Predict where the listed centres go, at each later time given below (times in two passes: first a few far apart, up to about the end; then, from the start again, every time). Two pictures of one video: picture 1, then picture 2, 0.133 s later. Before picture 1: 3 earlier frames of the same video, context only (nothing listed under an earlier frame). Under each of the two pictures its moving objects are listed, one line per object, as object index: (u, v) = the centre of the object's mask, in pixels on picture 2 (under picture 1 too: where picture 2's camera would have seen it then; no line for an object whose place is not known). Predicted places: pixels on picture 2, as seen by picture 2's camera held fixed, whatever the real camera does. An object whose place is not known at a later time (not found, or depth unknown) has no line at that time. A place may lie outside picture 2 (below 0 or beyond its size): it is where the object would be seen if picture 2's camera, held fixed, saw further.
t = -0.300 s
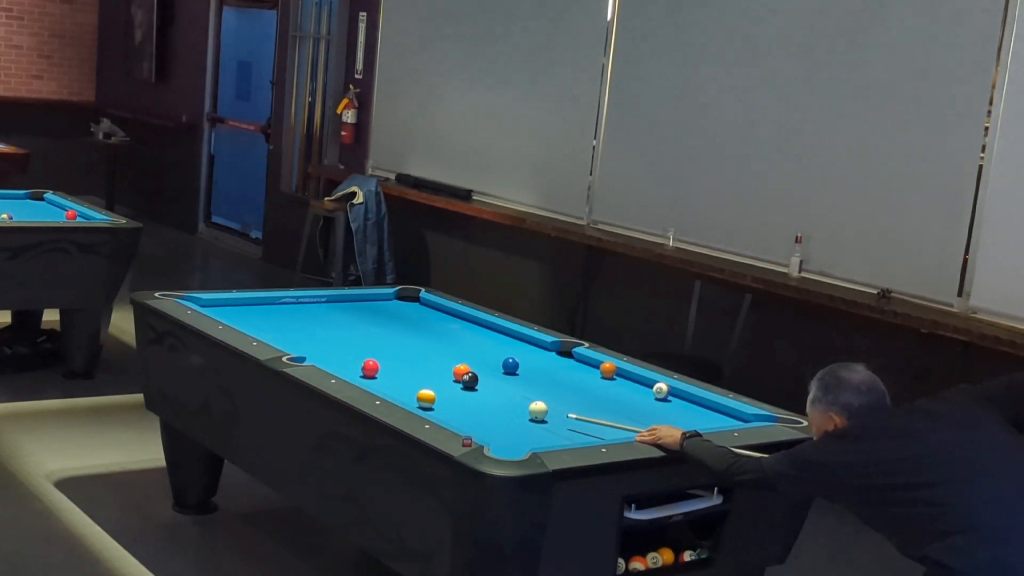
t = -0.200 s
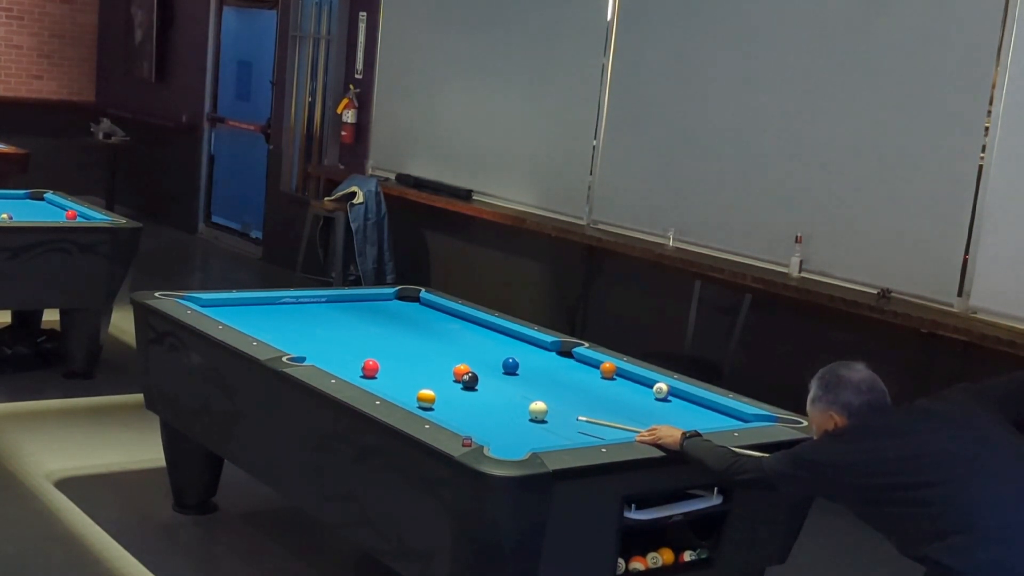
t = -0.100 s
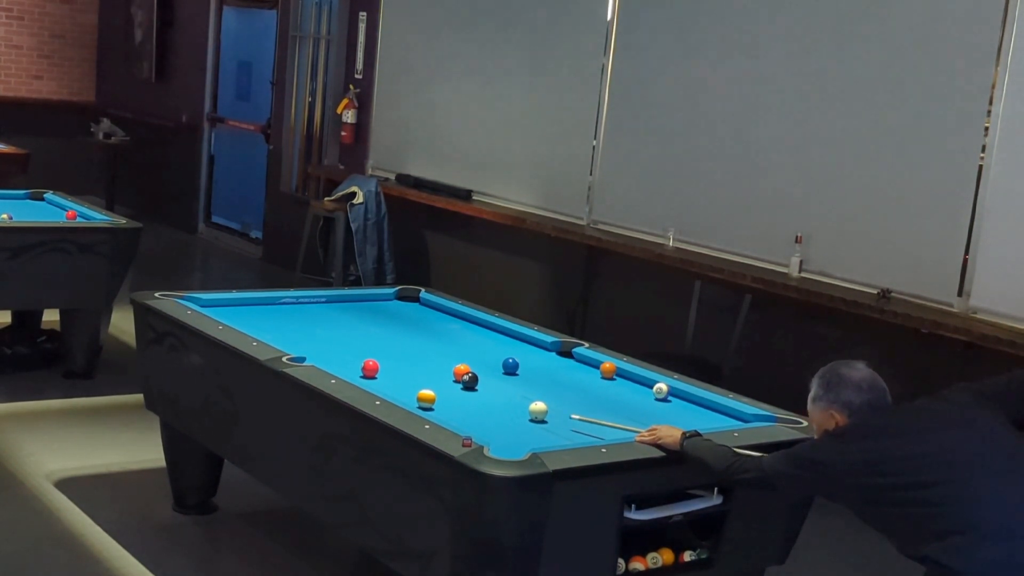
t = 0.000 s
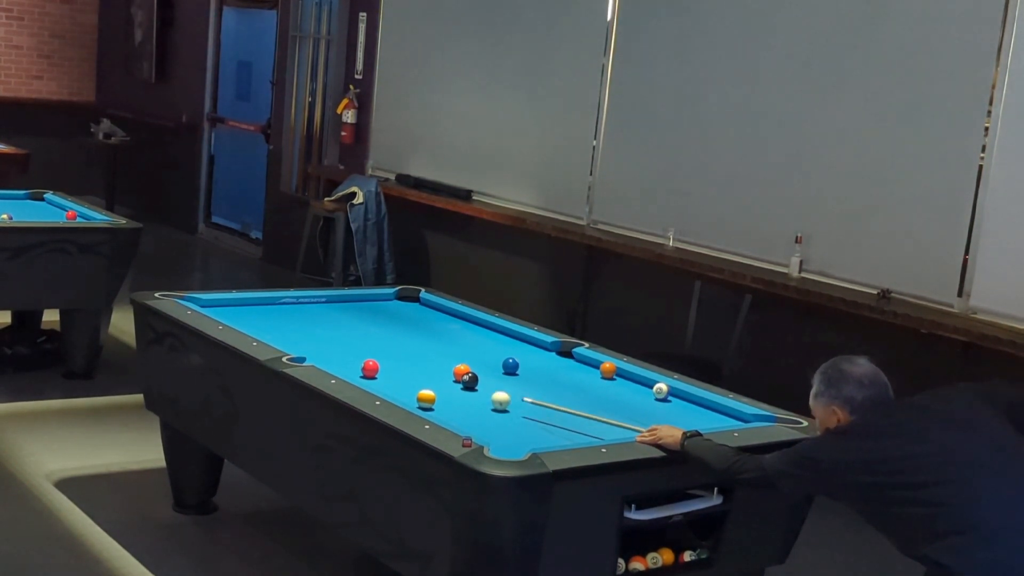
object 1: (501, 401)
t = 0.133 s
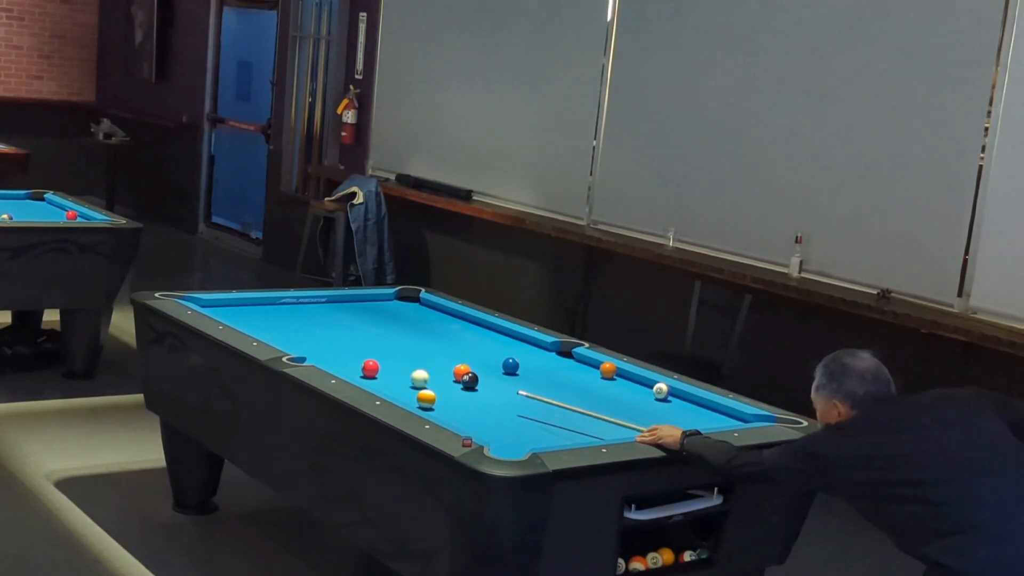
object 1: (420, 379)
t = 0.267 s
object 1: (387, 363)
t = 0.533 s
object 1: (361, 338)
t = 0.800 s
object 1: (336, 316)
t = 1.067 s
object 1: (320, 300)
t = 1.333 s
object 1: (368, 310)
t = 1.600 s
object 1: (416, 320)
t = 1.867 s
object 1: (464, 330)
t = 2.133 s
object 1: (511, 340)
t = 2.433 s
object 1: (564, 352)
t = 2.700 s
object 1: (538, 350)
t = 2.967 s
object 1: (514, 348)
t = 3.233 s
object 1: (492, 346)
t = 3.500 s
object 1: (471, 344)
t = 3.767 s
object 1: (452, 343)
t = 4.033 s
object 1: (435, 341)
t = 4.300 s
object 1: (420, 340)
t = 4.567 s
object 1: (406, 339)
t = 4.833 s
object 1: (395, 339)
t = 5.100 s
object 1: (385, 338)
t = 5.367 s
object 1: (377, 337)
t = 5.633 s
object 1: (370, 337)
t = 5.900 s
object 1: (366, 337)
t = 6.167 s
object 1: (363, 337)
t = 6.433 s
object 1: (363, 337)
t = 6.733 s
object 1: (363, 337)
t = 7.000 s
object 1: (363, 337)
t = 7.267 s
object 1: (363, 337)
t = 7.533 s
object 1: (363, 337)
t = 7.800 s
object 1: (363, 337)
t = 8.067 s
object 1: (363, 337)
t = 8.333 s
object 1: (363, 337)
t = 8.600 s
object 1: (363, 337)
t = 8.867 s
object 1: (363, 337)
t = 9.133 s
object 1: (363, 337)
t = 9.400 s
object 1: (363, 337)
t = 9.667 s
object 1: (363, 337)
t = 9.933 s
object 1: (363, 337)
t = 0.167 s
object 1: (401, 374)
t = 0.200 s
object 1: (388, 369)
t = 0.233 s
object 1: (388, 366)
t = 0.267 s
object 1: (387, 363)
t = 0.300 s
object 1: (385, 360)
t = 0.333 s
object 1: (382, 356)
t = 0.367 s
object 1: (379, 353)
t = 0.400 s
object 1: (375, 350)
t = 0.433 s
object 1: (371, 347)
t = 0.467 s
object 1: (368, 344)
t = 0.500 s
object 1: (364, 341)
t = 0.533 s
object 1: (361, 338)
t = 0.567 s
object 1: (357, 335)
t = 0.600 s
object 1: (354, 332)
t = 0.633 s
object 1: (351, 329)
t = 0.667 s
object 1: (348, 326)
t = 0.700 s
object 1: (345, 324)
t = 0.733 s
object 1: (342, 321)
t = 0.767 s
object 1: (339, 318)
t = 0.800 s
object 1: (336, 316)
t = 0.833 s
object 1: (333, 313)
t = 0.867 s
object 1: (330, 311)
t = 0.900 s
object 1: (327, 308)
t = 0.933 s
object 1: (325, 306)
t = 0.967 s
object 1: (322, 304)
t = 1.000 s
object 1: (319, 302)
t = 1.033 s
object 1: (317, 299)
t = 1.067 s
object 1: (320, 300)
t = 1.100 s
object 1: (327, 301)
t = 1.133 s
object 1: (333, 302)
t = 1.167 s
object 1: (339, 303)
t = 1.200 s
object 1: (344, 305)
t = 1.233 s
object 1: (350, 306)
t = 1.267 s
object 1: (356, 307)
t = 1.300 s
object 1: (362, 309)
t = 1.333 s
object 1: (368, 310)
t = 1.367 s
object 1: (374, 311)
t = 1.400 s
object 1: (380, 312)
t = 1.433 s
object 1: (386, 313)
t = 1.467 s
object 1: (392, 315)
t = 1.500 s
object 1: (398, 316)
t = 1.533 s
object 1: (404, 317)
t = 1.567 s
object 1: (410, 318)
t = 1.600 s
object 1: (416, 320)
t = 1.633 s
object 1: (422, 321)
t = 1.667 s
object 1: (428, 322)
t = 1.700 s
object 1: (434, 324)
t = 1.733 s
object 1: (440, 325)
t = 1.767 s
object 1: (445, 326)
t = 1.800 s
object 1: (451, 327)
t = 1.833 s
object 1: (457, 329)
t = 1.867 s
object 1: (464, 330)
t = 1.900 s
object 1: (469, 331)
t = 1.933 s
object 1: (476, 332)
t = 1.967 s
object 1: (482, 334)
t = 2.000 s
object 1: (487, 335)
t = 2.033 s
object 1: (493, 337)
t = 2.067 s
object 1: (499, 338)
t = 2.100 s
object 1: (505, 339)
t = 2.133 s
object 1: (511, 340)
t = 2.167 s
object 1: (517, 341)
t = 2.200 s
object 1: (523, 343)
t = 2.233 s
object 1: (529, 344)
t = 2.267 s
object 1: (535, 345)
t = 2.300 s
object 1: (542, 347)
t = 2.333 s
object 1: (547, 348)
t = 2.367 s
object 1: (554, 349)
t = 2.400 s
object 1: (560, 351)
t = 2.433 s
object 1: (564, 352)
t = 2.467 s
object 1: (560, 351)
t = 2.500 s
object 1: (557, 351)
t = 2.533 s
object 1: (553, 351)
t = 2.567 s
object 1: (550, 350)
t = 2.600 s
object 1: (547, 350)
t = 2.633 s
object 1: (544, 350)
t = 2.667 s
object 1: (541, 350)
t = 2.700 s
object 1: (538, 350)
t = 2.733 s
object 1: (535, 349)
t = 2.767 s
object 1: (532, 349)
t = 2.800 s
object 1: (528, 349)
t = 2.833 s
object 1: (525, 349)
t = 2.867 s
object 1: (523, 349)
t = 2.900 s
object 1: (519, 348)
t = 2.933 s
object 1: (516, 348)
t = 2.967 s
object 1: (514, 348)
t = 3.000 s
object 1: (511, 347)
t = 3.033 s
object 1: (508, 347)
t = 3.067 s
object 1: (505, 347)
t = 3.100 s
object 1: (502, 347)
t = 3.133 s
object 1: (500, 346)
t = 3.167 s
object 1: (497, 346)
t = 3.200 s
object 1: (494, 346)
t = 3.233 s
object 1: (492, 346)
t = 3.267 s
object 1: (489, 346)
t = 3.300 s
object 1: (486, 345)
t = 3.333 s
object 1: (483, 345)
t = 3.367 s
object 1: (481, 345)
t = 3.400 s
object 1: (478, 345)
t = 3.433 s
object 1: (476, 345)
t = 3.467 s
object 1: (473, 344)
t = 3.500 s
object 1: (471, 344)
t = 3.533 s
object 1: (469, 344)
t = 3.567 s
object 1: (466, 344)
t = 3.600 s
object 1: (464, 344)
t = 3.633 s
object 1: (461, 343)
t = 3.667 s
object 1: (459, 343)
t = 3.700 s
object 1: (457, 343)
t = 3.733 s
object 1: (454, 343)
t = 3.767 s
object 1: (452, 343)
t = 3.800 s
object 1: (450, 343)
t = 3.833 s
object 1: (448, 342)
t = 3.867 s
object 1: (446, 342)
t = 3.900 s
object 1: (444, 342)
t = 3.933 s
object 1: (441, 342)
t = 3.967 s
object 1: (439, 342)
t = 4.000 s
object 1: (437, 341)
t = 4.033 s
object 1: (435, 341)
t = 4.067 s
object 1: (433, 341)
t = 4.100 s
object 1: (431, 341)
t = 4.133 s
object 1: (429, 341)
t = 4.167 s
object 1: (427, 341)
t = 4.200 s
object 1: (425, 341)
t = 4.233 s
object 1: (424, 341)
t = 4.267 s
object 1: (422, 340)
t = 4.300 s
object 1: (420, 340)
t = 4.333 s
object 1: (418, 340)
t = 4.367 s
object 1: (416, 340)
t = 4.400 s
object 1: (415, 340)
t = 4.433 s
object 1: (413, 340)
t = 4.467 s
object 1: (411, 340)
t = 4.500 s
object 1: (410, 340)
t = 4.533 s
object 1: (408, 339)
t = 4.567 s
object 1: (406, 339)
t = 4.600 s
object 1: (405, 339)
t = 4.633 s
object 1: (403, 339)
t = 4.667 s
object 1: (402, 339)
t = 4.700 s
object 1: (400, 339)
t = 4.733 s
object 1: (399, 339)
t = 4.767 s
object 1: (397, 339)
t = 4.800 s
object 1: (396, 339)
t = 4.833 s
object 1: (395, 339)
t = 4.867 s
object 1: (394, 339)
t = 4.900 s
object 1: (392, 338)
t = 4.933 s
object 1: (391, 338)
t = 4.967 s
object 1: (390, 338)
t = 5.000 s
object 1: (389, 338)
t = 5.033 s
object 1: (387, 338)
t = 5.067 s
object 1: (386, 338)
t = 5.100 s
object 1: (385, 338)
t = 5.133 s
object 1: (384, 338)
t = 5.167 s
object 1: (383, 338)
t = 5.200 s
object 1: (382, 338)
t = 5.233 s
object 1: (380, 338)
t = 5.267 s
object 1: (380, 338)
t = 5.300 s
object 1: (379, 338)
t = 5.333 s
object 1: (378, 337)
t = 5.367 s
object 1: (377, 337)
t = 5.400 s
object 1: (376, 337)
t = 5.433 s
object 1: (375, 337)
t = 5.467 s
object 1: (374, 337)
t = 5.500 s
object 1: (373, 337)
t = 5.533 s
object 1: (373, 337)
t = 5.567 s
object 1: (372, 337)
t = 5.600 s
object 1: (371, 337)
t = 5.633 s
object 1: (370, 337)
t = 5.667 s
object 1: (370, 337)
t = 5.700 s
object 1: (369, 337)
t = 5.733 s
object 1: (368, 337)
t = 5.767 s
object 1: (368, 337)
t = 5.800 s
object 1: (367, 337)
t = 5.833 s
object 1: (367, 337)
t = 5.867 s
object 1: (366, 337)
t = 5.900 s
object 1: (366, 337)
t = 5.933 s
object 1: (365, 337)
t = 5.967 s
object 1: (365, 337)
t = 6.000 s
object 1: (364, 337)
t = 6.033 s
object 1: (364, 337)
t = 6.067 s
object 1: (364, 337)
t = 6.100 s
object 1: (364, 336)
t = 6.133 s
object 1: (363, 336)
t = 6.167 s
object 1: (363, 337)
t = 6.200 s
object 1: (363, 337)
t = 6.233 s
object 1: (363, 337)
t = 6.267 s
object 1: (363, 337)
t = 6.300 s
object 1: (363, 337)
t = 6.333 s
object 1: (363, 337)
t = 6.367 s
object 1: (363, 337)
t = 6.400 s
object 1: (363, 337)
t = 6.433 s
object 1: (363, 337)
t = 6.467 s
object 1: (363, 337)
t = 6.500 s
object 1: (363, 337)
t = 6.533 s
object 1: (363, 337)
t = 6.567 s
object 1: (363, 337)
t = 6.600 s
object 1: (363, 337)
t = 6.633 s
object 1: (363, 337)
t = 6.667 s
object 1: (363, 337)
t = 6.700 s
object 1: (363, 337)
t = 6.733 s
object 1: (363, 337)
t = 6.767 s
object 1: (363, 337)
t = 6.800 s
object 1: (363, 337)
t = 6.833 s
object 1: (363, 337)
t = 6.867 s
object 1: (363, 337)
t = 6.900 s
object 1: (363, 337)
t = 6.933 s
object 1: (363, 337)
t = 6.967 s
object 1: (363, 337)
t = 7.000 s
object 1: (363, 337)
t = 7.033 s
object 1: (363, 337)
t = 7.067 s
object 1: (363, 337)
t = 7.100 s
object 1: (363, 337)
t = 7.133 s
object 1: (363, 337)
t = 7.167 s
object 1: (363, 337)
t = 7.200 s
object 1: (363, 337)
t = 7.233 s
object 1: (363, 337)
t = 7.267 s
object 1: (363, 337)
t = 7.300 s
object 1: (363, 337)
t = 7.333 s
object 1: (363, 337)
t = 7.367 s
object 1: (363, 337)
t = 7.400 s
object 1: (363, 337)
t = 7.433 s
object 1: (363, 337)
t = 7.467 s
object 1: (363, 337)
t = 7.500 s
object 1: (363, 337)
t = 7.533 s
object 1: (363, 337)
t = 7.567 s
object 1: (363, 337)
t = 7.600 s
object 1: (363, 337)
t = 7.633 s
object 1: (363, 337)
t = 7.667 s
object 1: (363, 337)
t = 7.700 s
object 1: (363, 337)
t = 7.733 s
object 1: (363, 337)
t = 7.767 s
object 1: (363, 337)
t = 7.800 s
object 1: (363, 337)
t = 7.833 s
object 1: (363, 337)
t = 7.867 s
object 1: (363, 337)
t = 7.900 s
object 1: (363, 337)
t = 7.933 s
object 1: (363, 337)
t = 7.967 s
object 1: (363, 337)
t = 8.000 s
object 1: (363, 337)
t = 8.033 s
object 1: (363, 337)
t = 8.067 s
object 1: (363, 337)
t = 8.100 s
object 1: (363, 337)
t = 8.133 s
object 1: (363, 337)
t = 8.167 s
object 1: (363, 337)
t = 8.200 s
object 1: (363, 337)
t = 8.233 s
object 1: (363, 337)
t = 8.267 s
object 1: (363, 337)
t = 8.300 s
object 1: (363, 337)
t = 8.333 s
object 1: (363, 337)
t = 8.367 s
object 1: (363, 337)
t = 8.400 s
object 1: (363, 337)
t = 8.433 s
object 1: (363, 337)
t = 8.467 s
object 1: (363, 337)
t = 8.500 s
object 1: (363, 337)
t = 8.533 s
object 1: (363, 337)
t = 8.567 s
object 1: (363, 337)
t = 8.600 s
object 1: (363, 337)
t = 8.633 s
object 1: (363, 337)
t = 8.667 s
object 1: (363, 337)
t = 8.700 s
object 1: (363, 337)
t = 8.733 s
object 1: (363, 337)
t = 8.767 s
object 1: (363, 337)
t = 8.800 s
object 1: (363, 337)
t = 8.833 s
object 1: (363, 337)
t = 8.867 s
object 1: (363, 337)
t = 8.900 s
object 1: (363, 337)
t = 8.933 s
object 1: (363, 337)
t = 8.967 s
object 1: (363, 337)
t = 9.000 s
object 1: (363, 337)
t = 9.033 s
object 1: (363, 337)
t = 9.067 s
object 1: (363, 337)
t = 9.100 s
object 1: (363, 337)
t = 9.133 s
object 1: (363, 337)
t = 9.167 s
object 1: (363, 337)
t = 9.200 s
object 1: (363, 337)
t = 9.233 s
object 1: (363, 337)
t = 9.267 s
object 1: (363, 337)
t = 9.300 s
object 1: (363, 337)
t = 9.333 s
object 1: (363, 337)
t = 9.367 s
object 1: (363, 337)
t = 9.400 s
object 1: (363, 337)
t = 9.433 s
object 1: (363, 337)
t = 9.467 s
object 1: (363, 337)
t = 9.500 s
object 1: (363, 337)
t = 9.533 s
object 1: (363, 337)
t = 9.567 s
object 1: (363, 337)
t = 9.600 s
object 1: (363, 337)
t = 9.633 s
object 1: (363, 337)
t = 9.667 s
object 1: (363, 337)
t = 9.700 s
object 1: (363, 337)
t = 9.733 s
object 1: (363, 337)
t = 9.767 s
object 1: (363, 337)
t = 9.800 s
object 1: (363, 337)
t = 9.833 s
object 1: (363, 337)
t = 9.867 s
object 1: (363, 337)
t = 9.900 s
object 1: (363, 337)
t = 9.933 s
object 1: (363, 337)
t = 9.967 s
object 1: (363, 337)
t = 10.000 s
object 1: (363, 337)
